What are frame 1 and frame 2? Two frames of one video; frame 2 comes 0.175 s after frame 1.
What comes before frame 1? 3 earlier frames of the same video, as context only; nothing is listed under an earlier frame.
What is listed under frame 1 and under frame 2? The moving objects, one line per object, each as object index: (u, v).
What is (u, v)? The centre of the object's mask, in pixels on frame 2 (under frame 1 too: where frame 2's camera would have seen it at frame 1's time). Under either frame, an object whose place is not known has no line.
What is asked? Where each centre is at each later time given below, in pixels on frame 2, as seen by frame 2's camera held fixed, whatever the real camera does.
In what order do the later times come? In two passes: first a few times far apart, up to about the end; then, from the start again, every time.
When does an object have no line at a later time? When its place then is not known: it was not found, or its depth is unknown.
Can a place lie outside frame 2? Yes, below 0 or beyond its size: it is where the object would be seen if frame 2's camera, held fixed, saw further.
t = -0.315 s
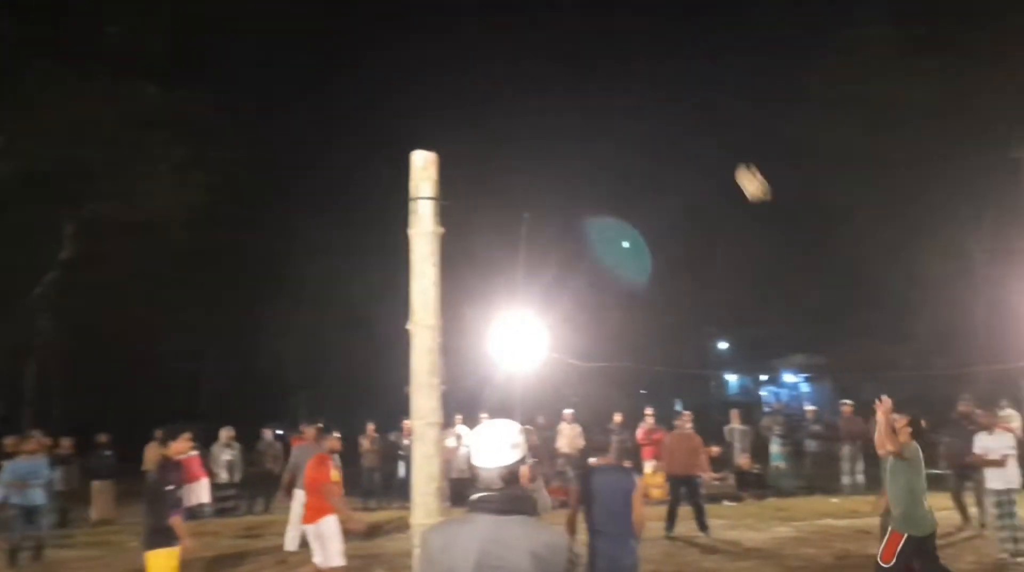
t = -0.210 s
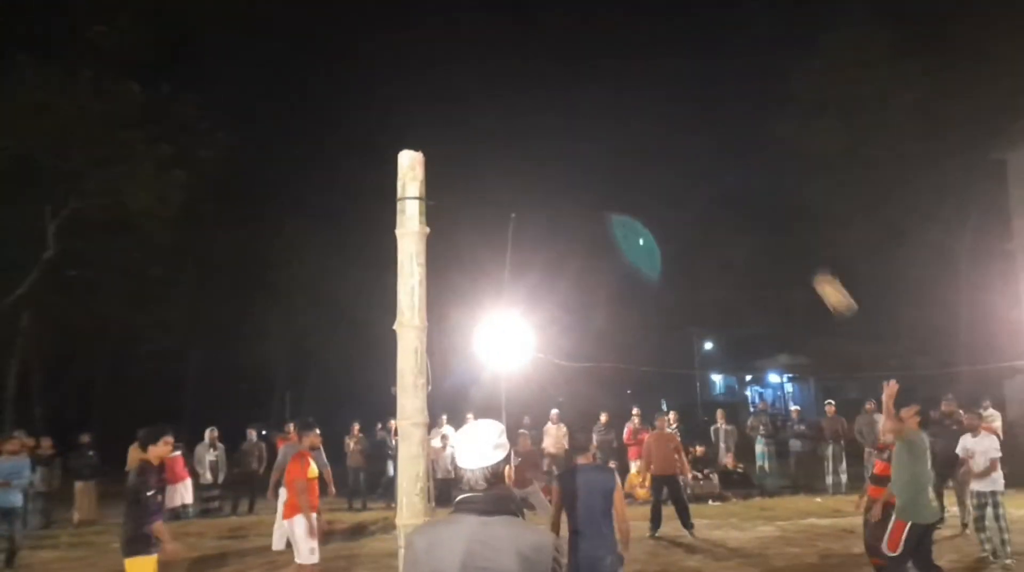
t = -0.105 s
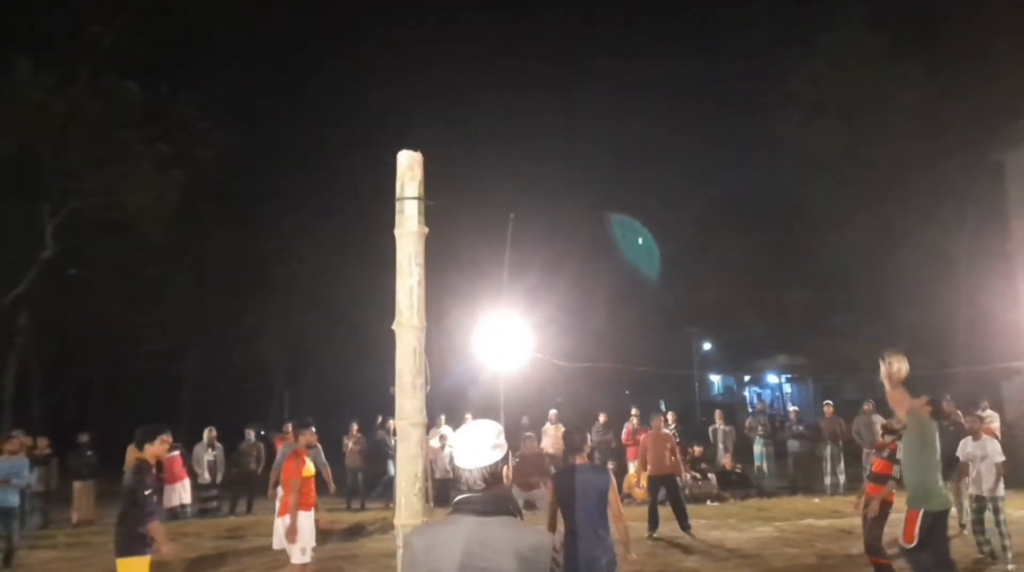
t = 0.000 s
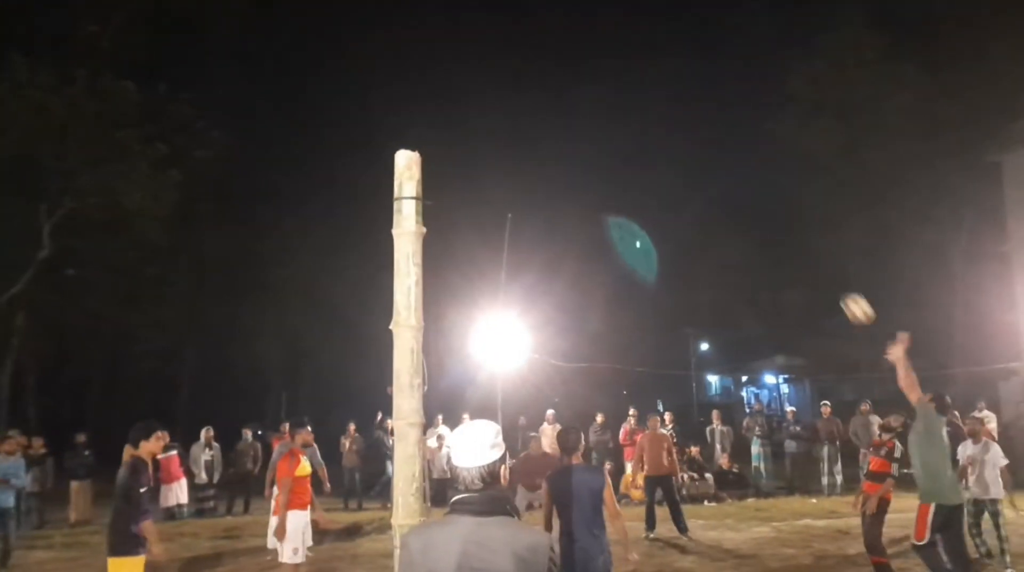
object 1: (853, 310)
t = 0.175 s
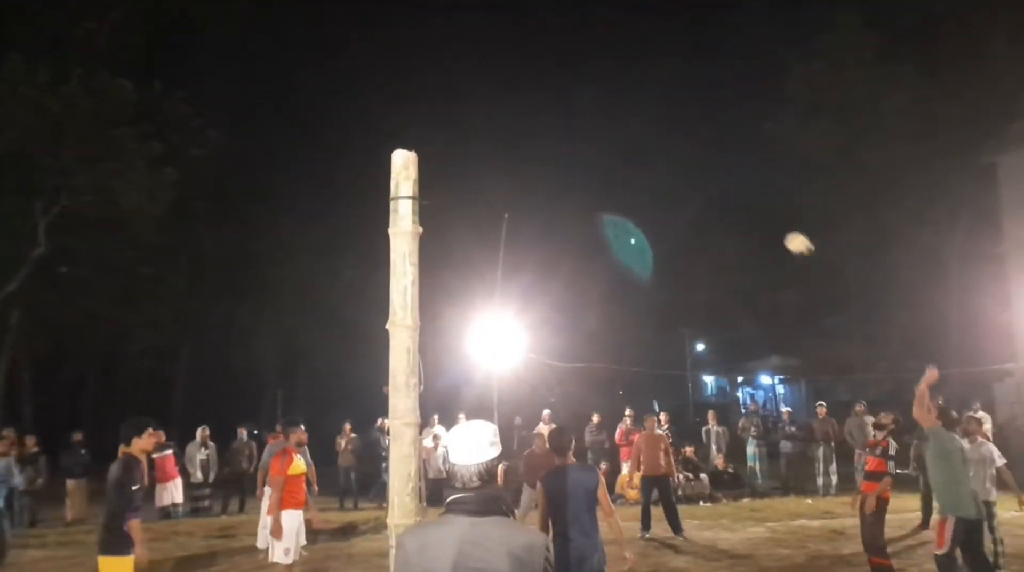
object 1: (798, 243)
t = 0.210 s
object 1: (789, 235)
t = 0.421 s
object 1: (740, 211)
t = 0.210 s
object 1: (789, 235)
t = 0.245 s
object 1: (780, 228)
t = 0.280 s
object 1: (771, 222)
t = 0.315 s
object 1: (763, 218)
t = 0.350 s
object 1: (755, 215)
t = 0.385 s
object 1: (747, 212)
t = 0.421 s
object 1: (740, 211)
